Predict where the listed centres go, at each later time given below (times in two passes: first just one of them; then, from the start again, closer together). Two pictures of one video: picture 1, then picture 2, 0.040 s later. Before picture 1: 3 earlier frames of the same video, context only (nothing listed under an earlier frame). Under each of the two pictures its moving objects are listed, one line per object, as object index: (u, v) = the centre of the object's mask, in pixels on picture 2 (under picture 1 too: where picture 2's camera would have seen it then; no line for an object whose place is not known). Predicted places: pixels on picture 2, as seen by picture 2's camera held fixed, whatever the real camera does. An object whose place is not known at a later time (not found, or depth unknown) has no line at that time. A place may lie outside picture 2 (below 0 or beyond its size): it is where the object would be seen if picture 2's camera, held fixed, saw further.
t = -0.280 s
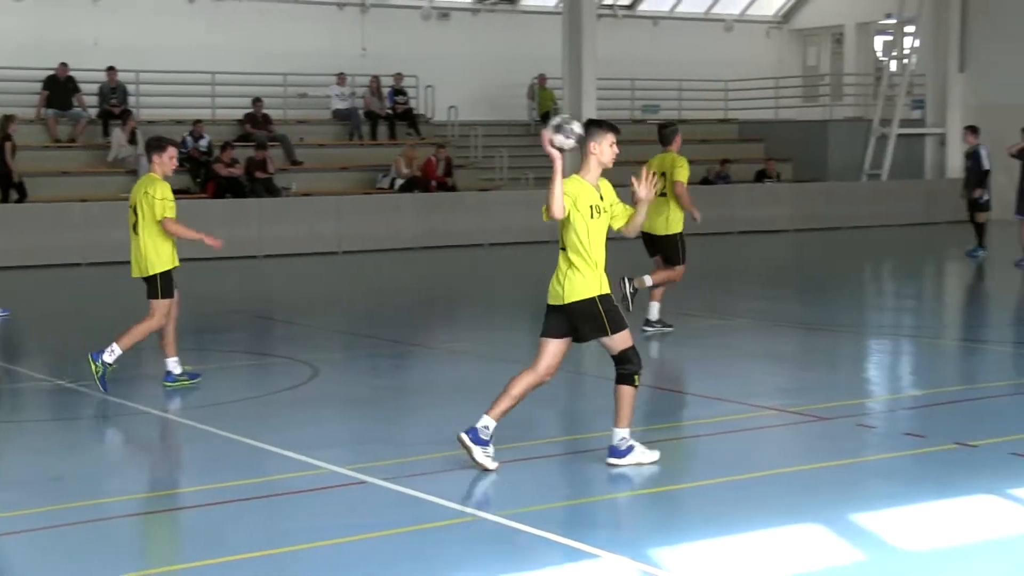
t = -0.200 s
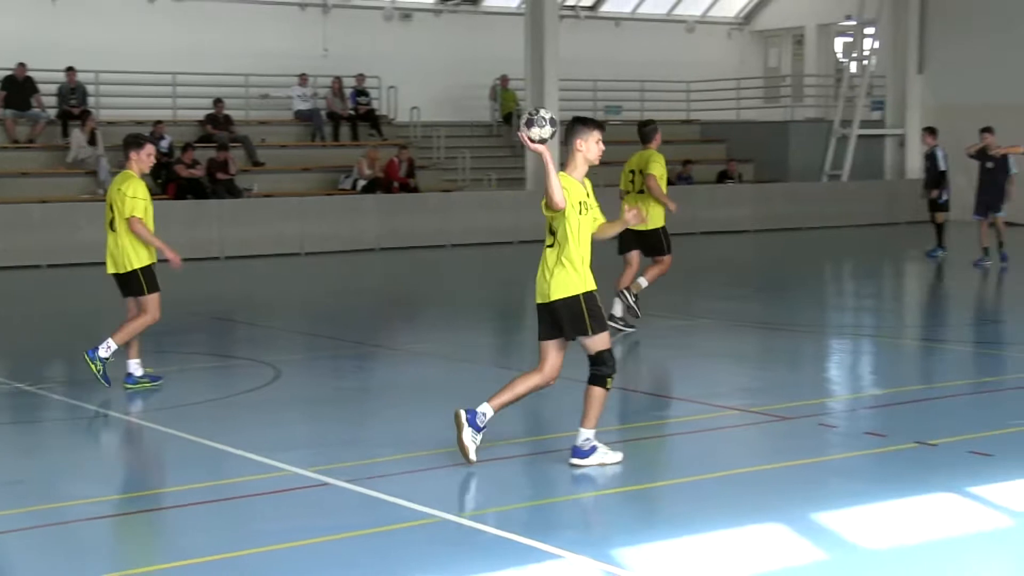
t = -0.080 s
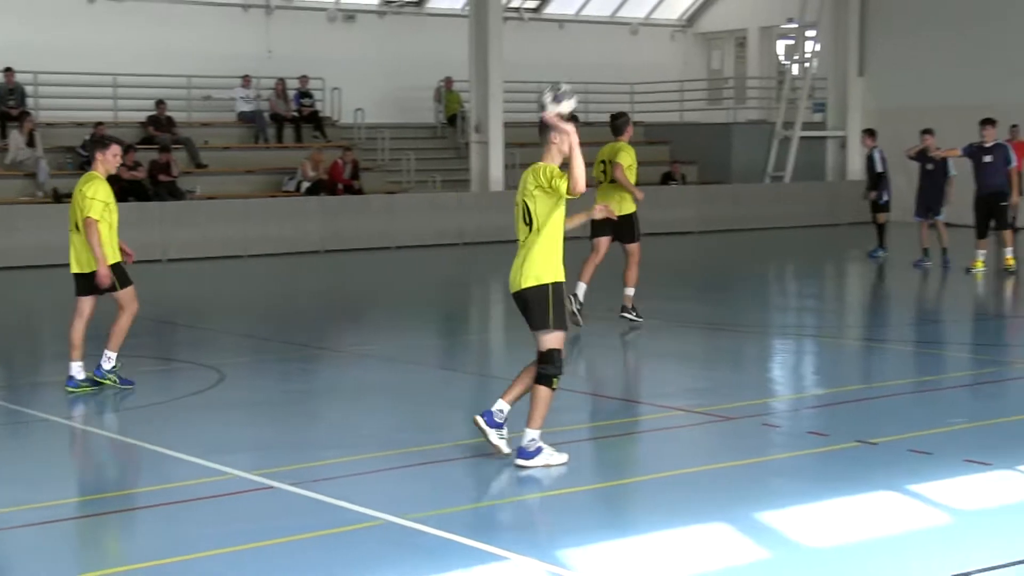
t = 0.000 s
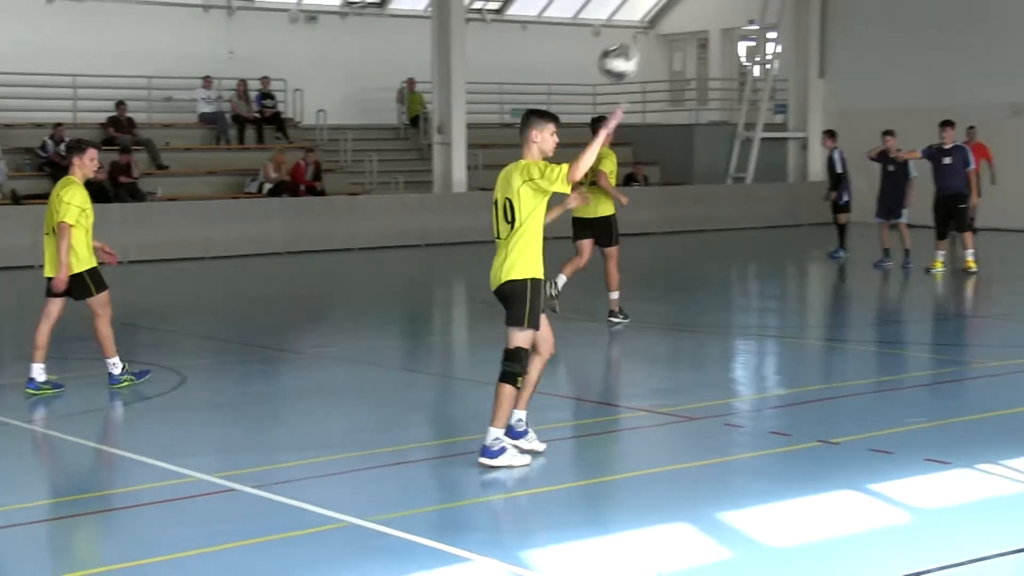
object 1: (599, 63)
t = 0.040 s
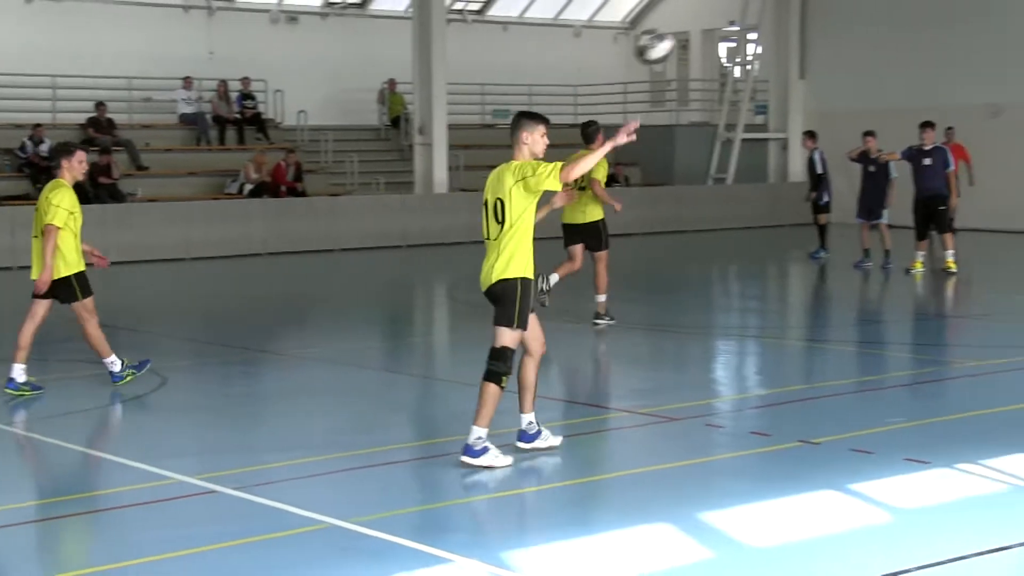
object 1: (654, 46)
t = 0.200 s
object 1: (871, 9)
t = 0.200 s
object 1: (871, 9)
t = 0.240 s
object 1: (924, 8)
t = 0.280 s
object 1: (979, 10)
